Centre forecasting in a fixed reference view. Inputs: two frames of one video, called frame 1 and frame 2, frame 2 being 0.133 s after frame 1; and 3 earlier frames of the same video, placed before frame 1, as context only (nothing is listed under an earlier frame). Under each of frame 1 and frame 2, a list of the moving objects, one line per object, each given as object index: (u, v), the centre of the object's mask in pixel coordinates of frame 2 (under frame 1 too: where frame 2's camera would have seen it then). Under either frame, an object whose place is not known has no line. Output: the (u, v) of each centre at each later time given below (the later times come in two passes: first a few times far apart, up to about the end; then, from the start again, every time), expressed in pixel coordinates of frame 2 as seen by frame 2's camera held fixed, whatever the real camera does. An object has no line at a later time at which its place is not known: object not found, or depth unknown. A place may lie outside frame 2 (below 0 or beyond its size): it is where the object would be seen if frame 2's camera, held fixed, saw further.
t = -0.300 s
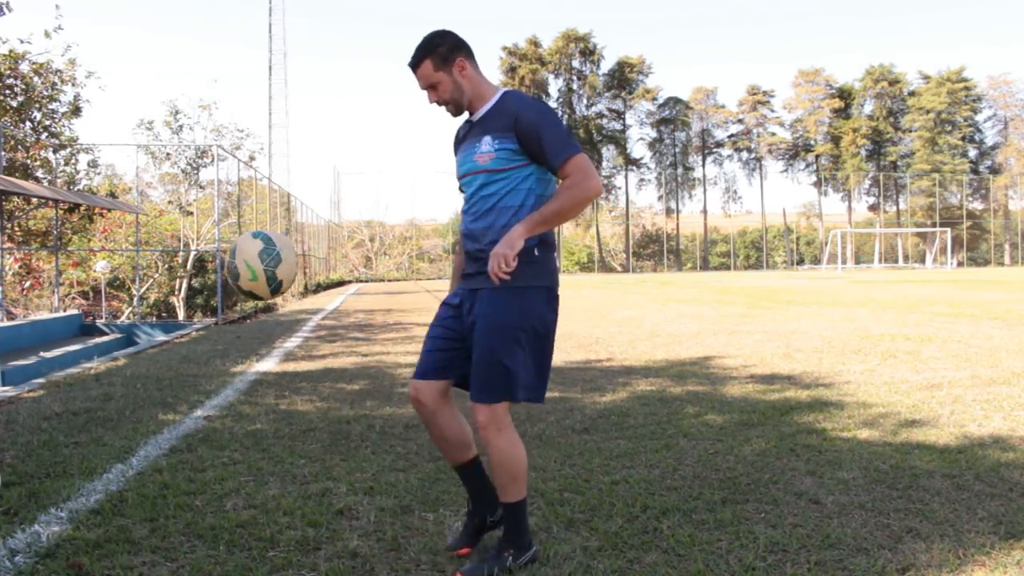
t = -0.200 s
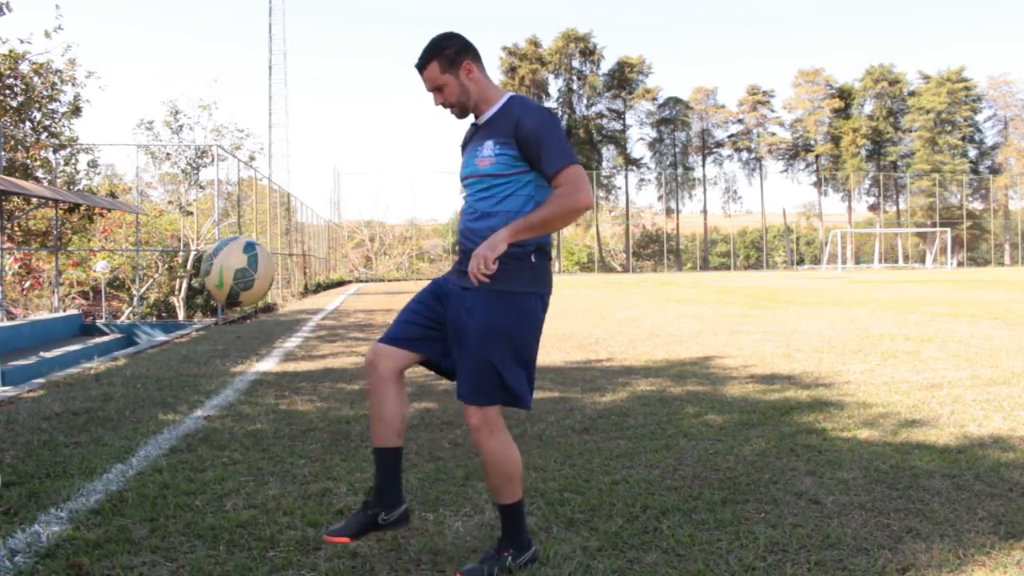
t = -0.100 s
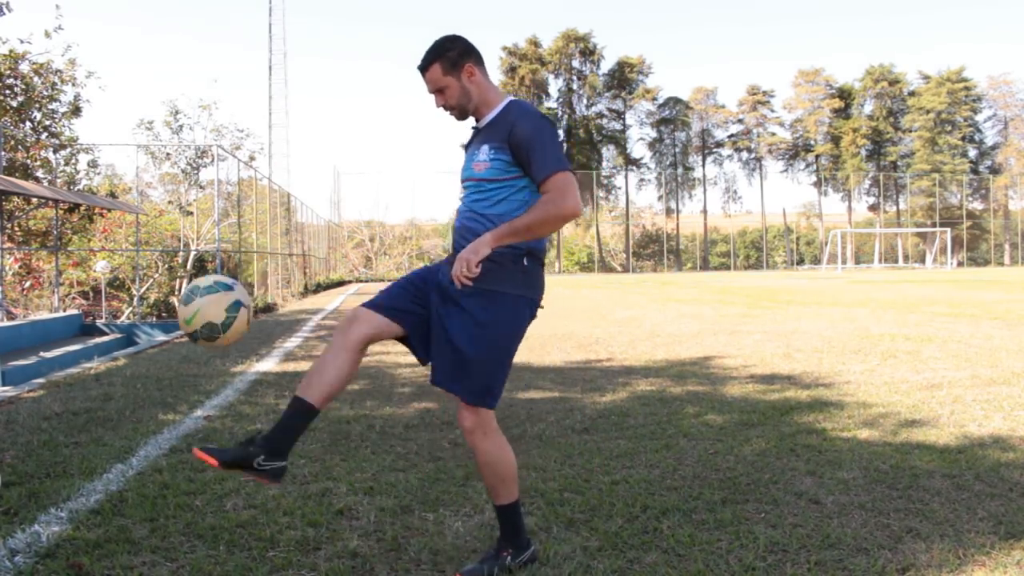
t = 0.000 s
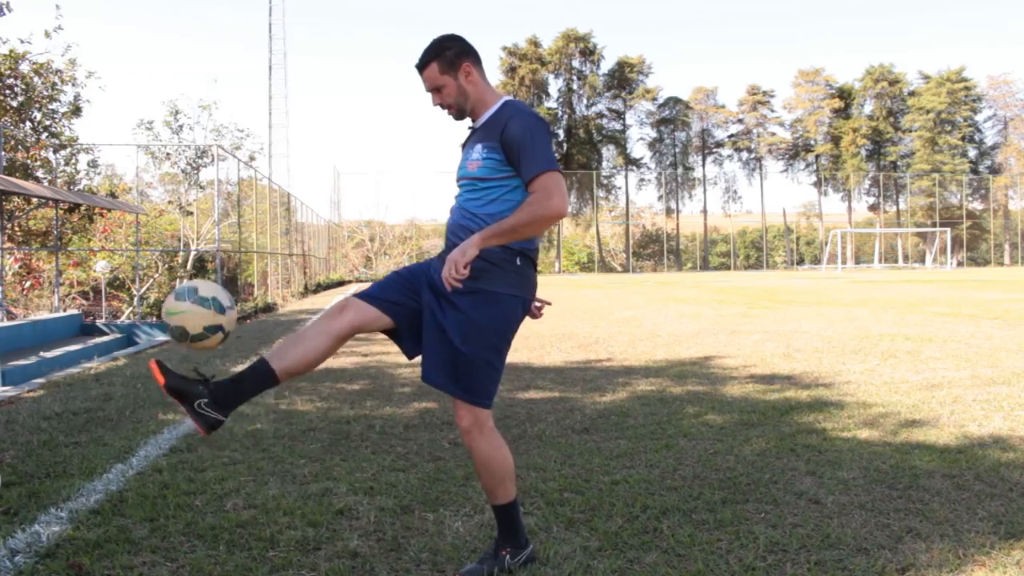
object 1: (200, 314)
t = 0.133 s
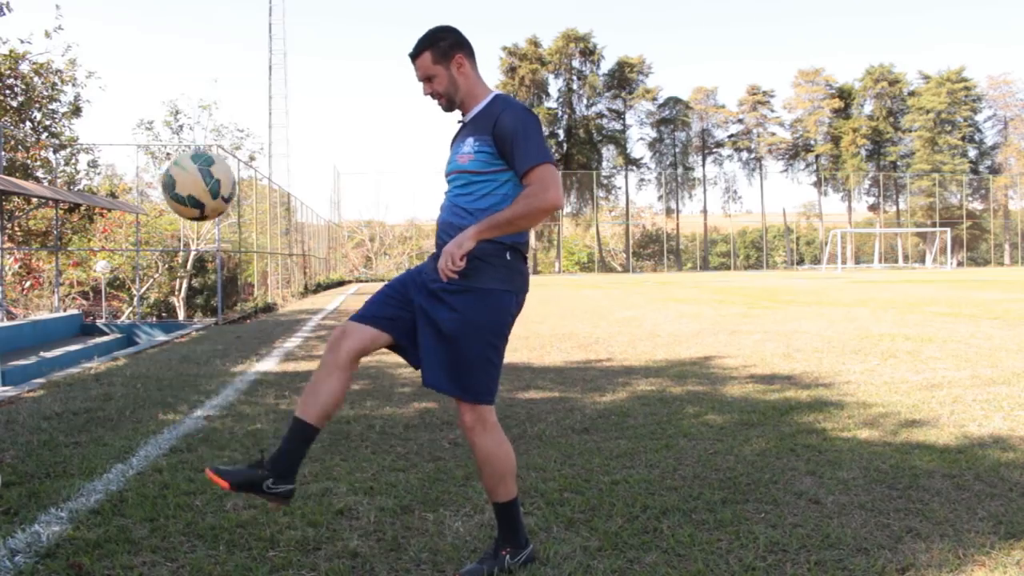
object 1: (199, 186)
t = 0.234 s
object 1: (200, 126)
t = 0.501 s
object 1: (204, 124)
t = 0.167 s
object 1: (199, 162)
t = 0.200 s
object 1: (199, 142)
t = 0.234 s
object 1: (200, 126)
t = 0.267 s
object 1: (200, 113)
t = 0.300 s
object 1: (201, 104)
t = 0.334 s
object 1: (201, 98)
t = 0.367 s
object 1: (202, 96)
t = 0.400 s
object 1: (203, 98)
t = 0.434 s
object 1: (203, 103)
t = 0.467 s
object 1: (204, 112)
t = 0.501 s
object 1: (204, 124)
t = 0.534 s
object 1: (205, 140)
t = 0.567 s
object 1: (206, 160)
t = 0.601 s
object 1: (207, 183)
